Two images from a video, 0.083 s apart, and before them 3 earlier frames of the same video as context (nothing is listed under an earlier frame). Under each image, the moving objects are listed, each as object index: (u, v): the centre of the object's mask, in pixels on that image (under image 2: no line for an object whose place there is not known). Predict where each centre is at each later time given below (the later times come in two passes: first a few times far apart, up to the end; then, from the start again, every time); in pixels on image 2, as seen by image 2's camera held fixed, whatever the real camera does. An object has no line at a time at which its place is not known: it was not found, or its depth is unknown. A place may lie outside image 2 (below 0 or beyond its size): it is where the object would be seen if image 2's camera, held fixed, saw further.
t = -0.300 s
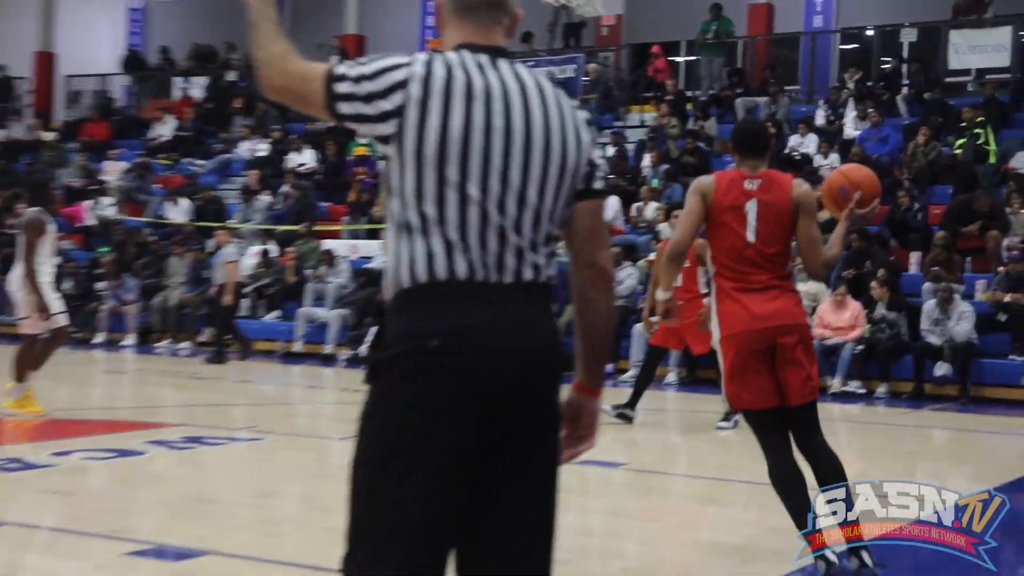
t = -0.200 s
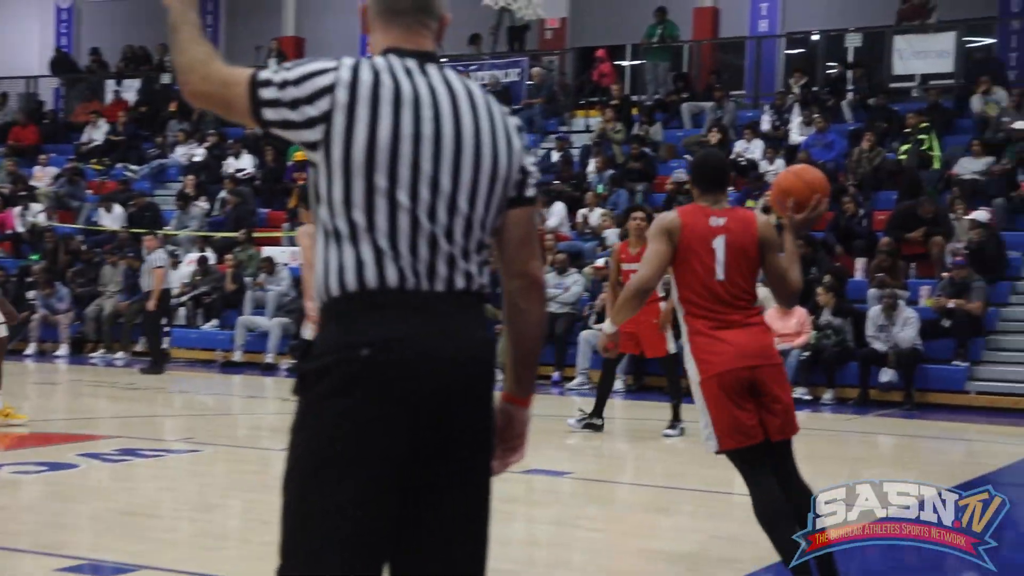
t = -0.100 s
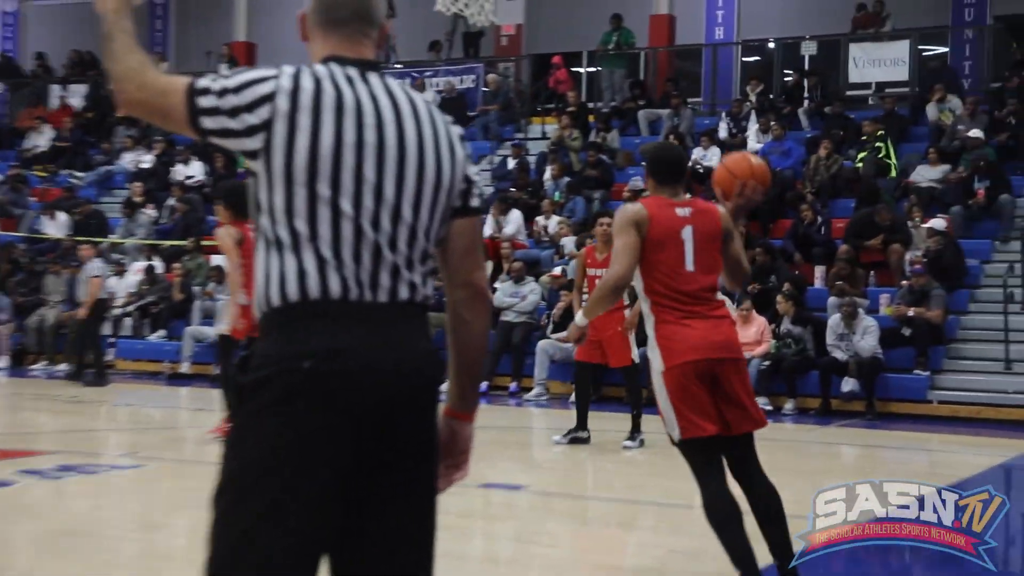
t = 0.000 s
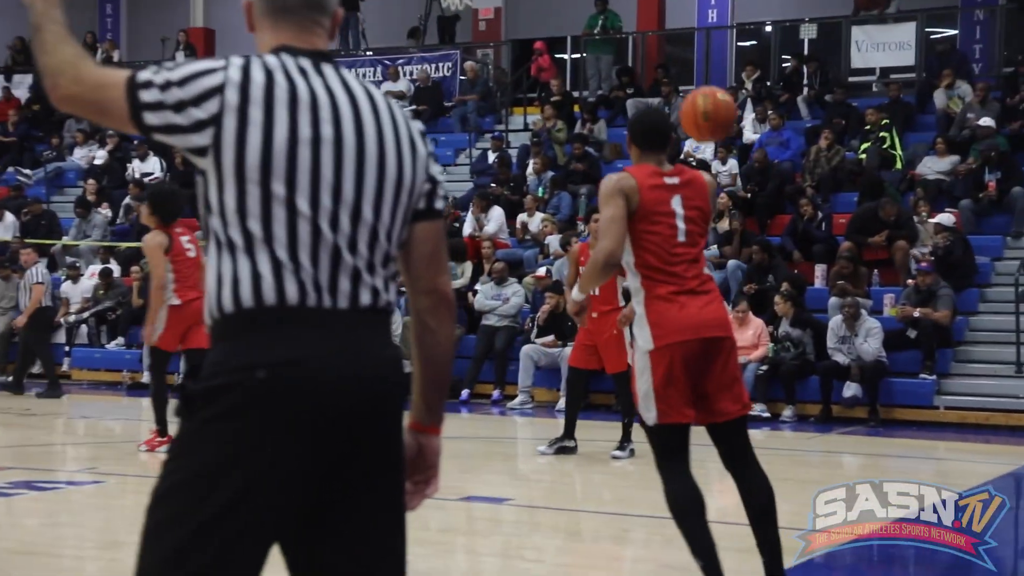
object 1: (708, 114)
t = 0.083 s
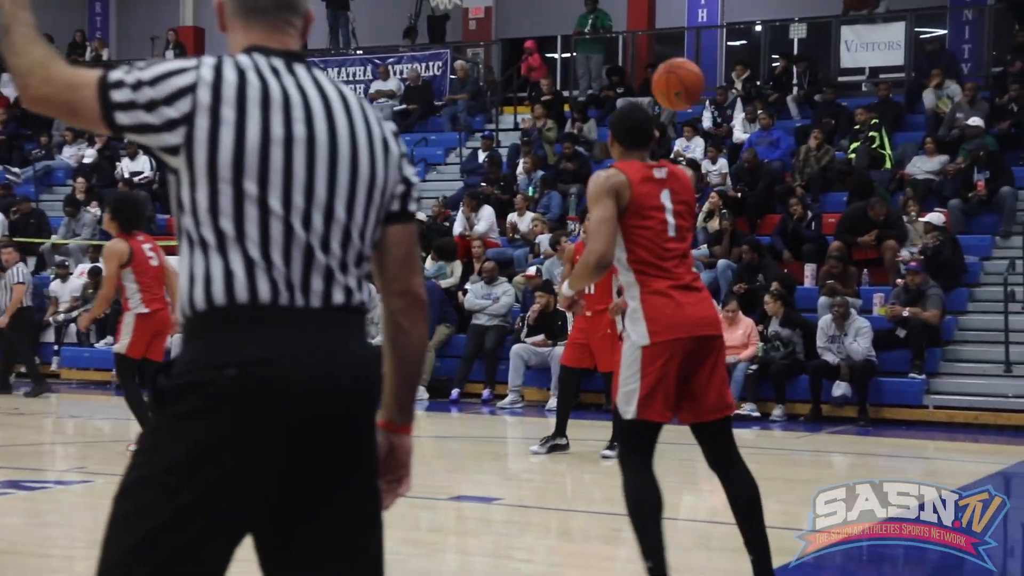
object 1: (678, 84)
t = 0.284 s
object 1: (640, 78)
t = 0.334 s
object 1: (634, 87)
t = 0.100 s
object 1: (675, 80)
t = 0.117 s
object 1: (672, 77)
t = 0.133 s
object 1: (668, 75)
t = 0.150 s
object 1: (666, 73)
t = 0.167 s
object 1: (663, 72)
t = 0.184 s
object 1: (659, 71)
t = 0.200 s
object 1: (655, 71)
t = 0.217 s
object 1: (651, 72)
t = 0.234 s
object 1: (648, 73)
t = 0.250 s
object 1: (645, 74)
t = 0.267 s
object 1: (643, 76)
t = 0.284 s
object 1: (640, 78)
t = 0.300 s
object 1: (638, 81)
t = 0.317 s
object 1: (636, 83)
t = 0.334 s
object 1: (634, 87)
